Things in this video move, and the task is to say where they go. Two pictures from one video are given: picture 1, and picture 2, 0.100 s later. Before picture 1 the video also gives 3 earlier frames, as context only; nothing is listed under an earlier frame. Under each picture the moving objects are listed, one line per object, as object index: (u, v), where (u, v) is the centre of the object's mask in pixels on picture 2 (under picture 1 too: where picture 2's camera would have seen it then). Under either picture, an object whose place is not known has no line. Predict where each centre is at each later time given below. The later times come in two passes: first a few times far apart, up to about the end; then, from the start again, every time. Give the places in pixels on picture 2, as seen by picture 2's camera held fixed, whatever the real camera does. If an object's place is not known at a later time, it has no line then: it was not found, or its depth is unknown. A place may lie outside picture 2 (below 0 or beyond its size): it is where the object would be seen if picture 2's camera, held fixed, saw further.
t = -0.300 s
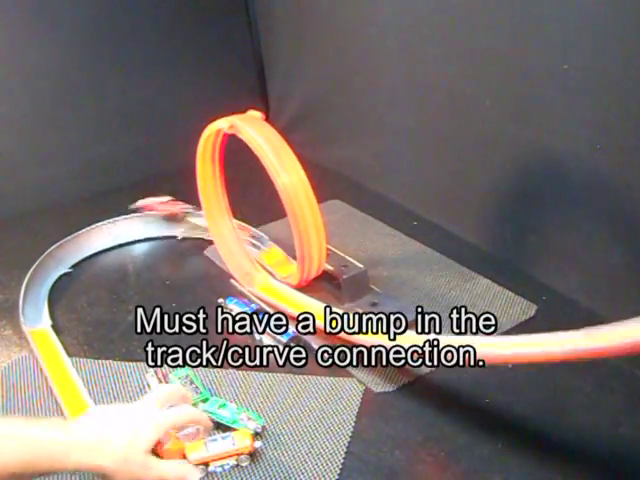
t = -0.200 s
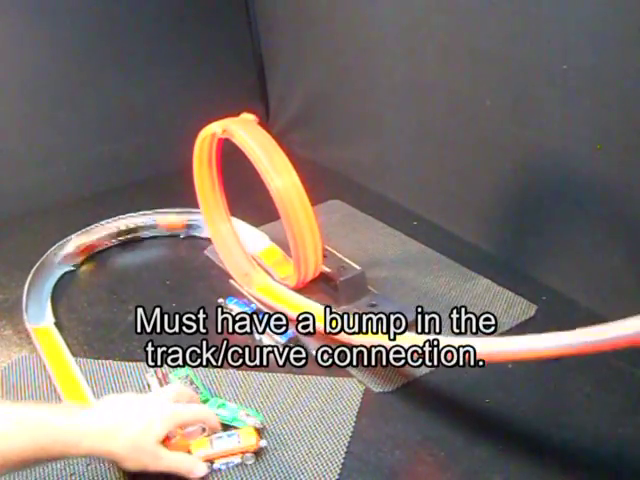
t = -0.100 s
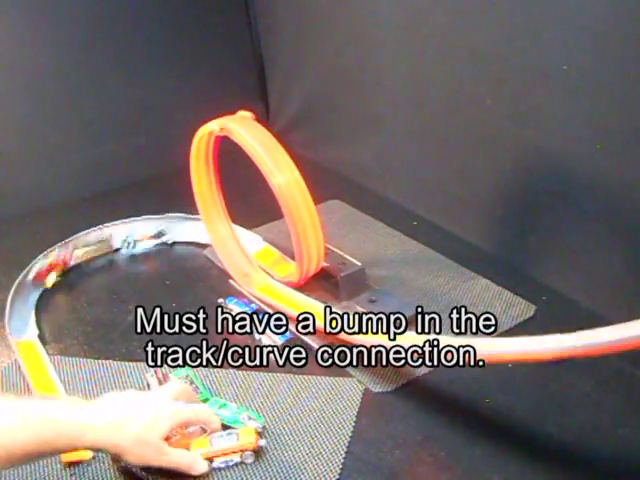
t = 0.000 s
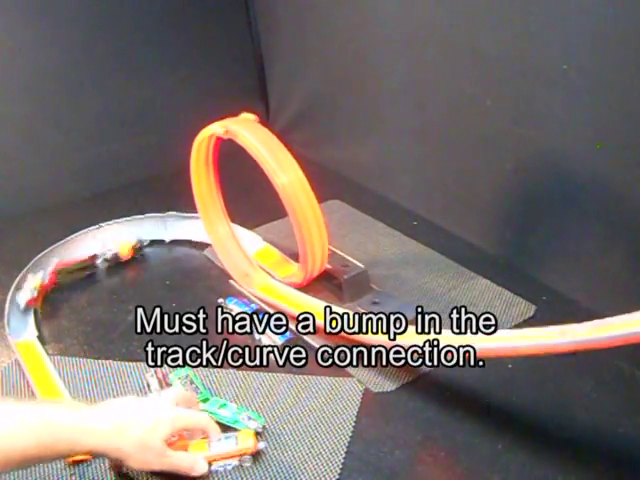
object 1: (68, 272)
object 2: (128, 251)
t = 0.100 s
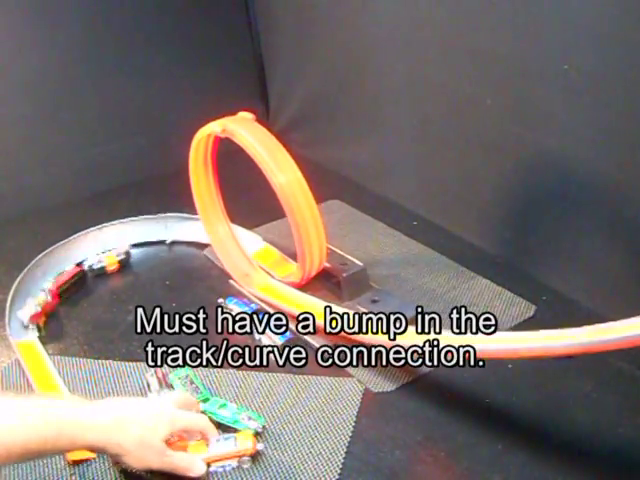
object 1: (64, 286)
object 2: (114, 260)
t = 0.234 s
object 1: (66, 288)
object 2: (107, 264)
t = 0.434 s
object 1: (70, 293)
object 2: (107, 264)
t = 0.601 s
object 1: (70, 292)
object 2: (107, 263)
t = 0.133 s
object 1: (62, 289)
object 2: (110, 261)
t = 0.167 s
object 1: (64, 289)
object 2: (108, 263)
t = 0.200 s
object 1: (65, 287)
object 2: (107, 263)
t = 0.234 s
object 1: (66, 288)
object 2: (107, 264)
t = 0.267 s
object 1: (63, 293)
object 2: (107, 263)
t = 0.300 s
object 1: (66, 291)
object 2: (107, 264)
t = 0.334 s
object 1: (69, 292)
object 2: (107, 264)
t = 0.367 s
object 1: (70, 292)
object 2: (107, 263)
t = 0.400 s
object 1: (70, 292)
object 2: (107, 263)
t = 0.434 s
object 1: (70, 293)
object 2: (107, 264)
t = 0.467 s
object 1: (70, 293)
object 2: (107, 264)
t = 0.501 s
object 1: (70, 293)
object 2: (107, 264)
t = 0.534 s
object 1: (70, 292)
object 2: (107, 264)
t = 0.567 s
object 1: (70, 292)
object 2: (107, 264)
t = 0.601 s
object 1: (70, 292)
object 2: (107, 263)
